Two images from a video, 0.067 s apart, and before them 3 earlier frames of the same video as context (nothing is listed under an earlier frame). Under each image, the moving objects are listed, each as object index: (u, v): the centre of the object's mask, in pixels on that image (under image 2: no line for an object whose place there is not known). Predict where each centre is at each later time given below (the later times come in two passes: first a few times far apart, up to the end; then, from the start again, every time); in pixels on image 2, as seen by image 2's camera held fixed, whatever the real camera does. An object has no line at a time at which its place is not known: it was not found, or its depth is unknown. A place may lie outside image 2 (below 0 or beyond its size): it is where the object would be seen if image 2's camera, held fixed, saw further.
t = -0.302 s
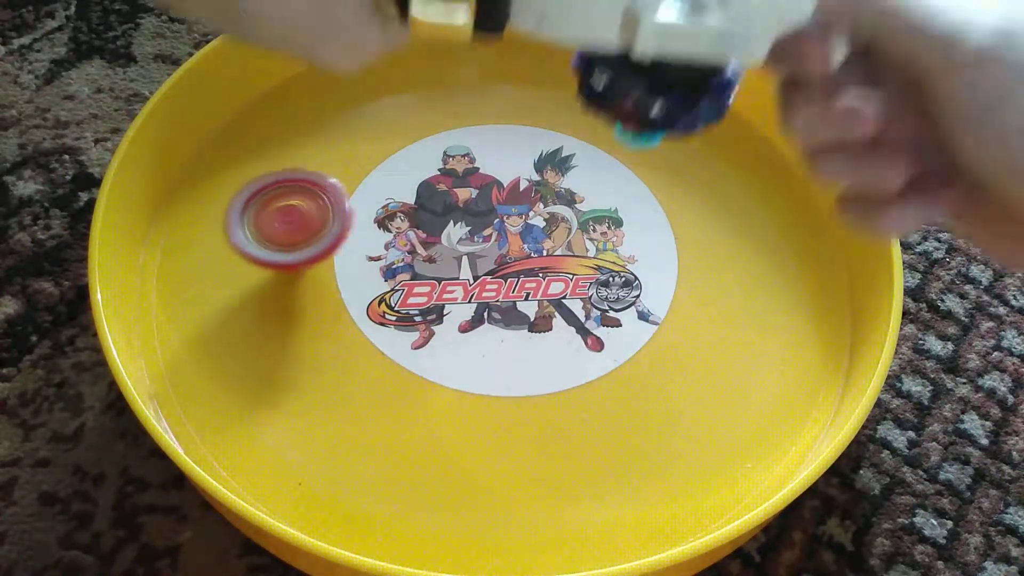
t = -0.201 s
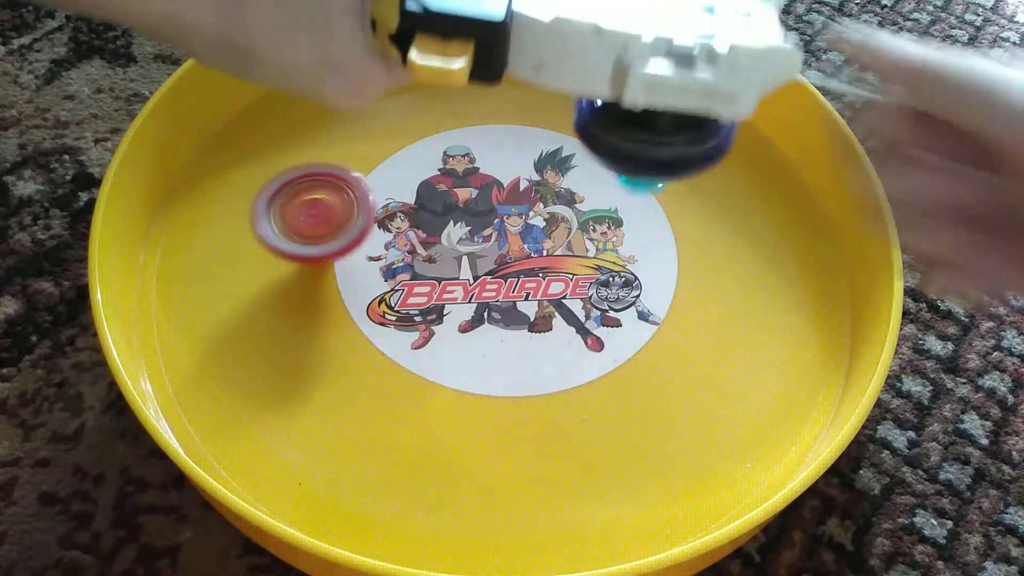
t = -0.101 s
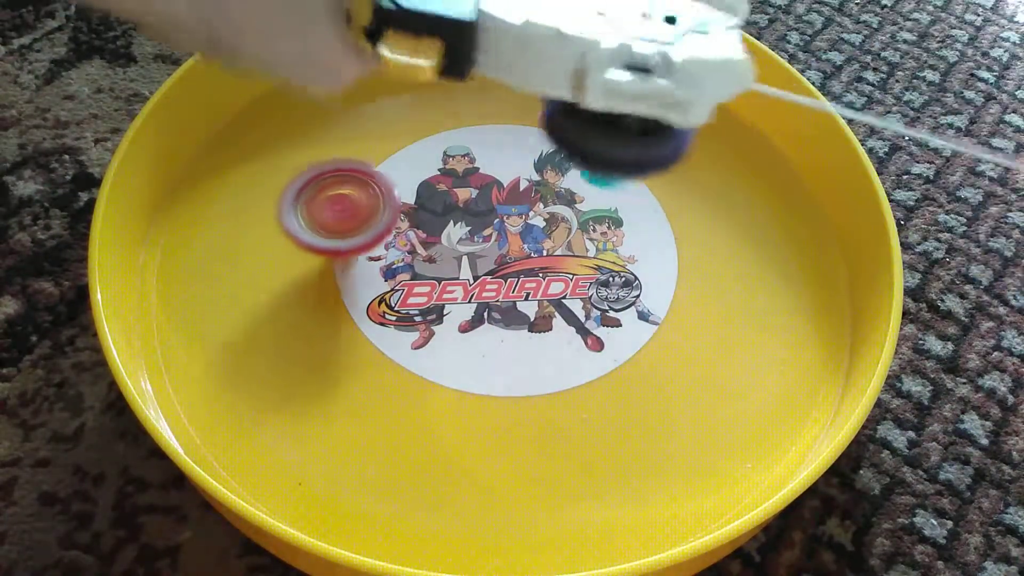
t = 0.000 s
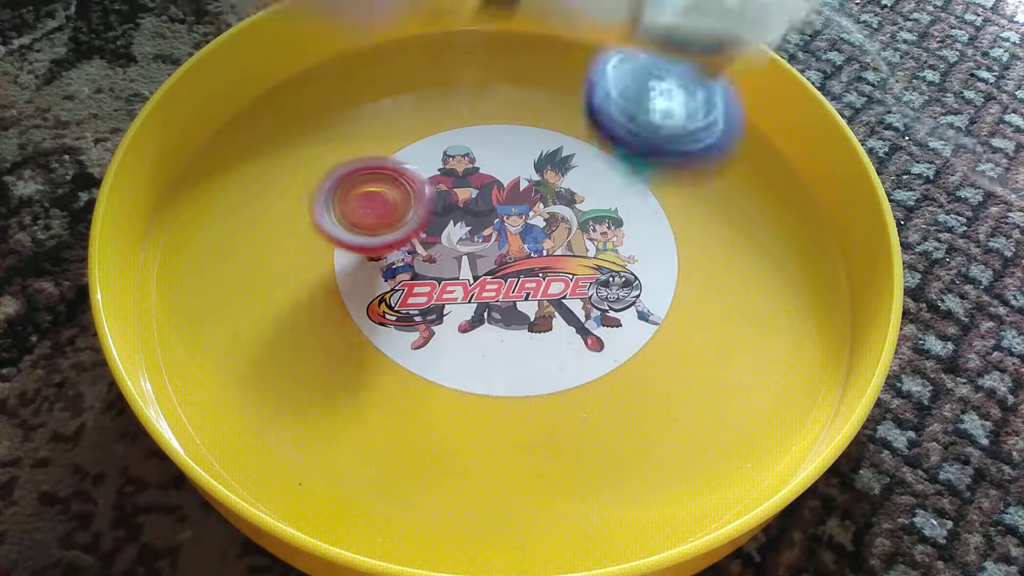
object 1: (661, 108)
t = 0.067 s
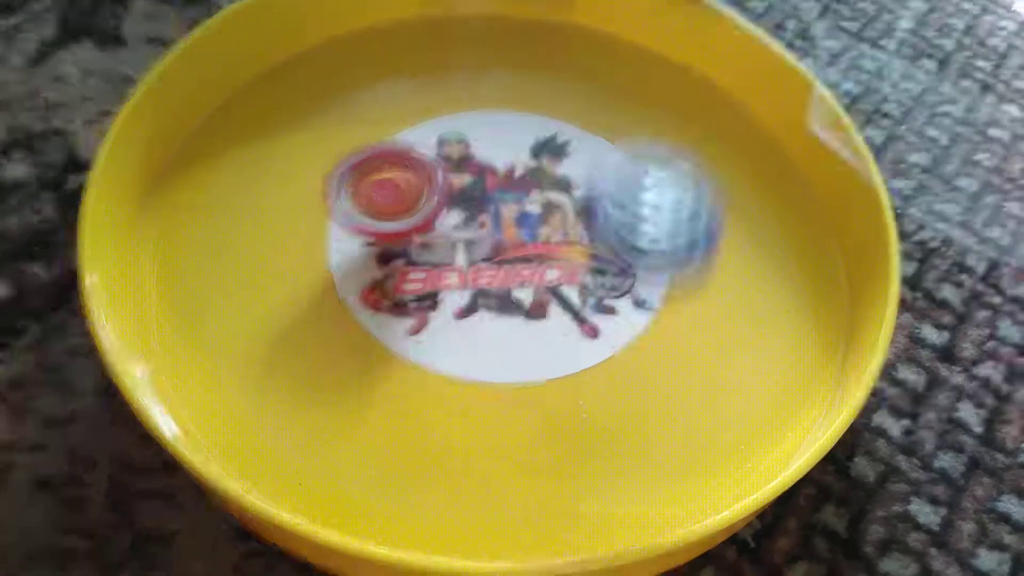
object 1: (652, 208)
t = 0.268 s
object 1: (644, 343)
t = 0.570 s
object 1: (632, 279)
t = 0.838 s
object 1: (688, 276)
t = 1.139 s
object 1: (720, 290)
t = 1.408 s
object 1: (573, 254)
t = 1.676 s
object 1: (424, 227)
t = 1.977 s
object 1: (257, 227)
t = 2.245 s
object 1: (239, 233)
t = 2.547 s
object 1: (394, 216)
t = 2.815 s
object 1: (520, 203)
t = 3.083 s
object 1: (626, 187)
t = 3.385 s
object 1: (734, 179)
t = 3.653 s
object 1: (769, 181)
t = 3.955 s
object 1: (659, 201)
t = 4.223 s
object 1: (554, 240)
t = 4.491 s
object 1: (451, 313)
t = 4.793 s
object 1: (414, 393)
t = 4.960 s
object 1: (411, 431)
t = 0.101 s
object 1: (643, 294)
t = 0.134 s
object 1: (636, 338)
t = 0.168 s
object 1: (646, 324)
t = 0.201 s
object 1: (649, 324)
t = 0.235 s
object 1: (648, 336)
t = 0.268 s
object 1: (644, 343)
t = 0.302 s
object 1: (639, 342)
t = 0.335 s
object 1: (632, 338)
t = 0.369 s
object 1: (628, 327)
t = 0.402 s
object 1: (623, 316)
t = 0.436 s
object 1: (618, 304)
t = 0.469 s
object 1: (612, 291)
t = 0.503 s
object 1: (609, 281)
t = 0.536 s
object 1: (621, 279)
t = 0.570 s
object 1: (632, 279)
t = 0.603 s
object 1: (640, 278)
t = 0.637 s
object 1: (646, 277)
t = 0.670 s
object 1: (652, 276)
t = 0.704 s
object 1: (660, 276)
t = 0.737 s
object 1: (666, 276)
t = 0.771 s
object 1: (674, 275)
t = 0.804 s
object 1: (681, 276)
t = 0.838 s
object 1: (688, 276)
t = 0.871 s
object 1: (695, 277)
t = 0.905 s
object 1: (702, 278)
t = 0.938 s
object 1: (708, 279)
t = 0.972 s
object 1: (733, 290)
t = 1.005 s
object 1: (770, 311)
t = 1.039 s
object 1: (799, 327)
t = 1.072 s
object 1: (775, 314)
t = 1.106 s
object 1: (744, 301)
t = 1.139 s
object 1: (720, 290)
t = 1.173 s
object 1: (692, 280)
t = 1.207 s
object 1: (668, 270)
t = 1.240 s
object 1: (645, 261)
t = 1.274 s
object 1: (629, 260)
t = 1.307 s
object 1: (619, 264)
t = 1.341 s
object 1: (607, 263)
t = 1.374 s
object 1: (591, 259)
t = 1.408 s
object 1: (573, 254)
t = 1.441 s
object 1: (553, 249)
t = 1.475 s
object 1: (533, 245)
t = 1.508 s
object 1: (514, 241)
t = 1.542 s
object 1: (497, 237)
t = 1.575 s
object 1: (477, 234)
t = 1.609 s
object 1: (458, 232)
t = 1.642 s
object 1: (442, 230)
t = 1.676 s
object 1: (424, 227)
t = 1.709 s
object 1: (405, 226)
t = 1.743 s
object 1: (386, 225)
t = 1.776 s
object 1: (369, 224)
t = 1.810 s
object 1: (349, 223)
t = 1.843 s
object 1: (330, 223)
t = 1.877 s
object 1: (313, 224)
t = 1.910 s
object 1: (294, 225)
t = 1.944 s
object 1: (274, 226)
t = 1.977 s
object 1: (257, 227)
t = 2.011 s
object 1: (239, 229)
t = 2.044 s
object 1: (221, 231)
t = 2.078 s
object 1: (204, 233)
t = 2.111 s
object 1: (184, 236)
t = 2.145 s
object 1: (177, 239)
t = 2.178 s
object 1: (201, 236)
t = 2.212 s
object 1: (220, 235)
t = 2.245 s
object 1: (239, 233)
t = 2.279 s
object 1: (257, 231)
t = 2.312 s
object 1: (276, 229)
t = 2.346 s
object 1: (293, 228)
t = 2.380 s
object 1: (311, 226)
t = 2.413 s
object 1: (328, 223)
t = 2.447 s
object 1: (344, 221)
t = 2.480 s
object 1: (361, 219)
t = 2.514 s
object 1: (379, 218)
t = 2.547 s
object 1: (394, 216)
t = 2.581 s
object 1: (412, 216)
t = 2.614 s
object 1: (427, 214)
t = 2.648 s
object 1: (444, 212)
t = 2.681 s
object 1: (459, 210)
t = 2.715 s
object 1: (474, 208)
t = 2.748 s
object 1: (492, 205)
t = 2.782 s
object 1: (506, 204)
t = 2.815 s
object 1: (520, 203)
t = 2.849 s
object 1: (533, 201)
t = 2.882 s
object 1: (547, 199)
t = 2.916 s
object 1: (561, 196)
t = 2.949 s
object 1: (576, 194)
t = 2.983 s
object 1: (590, 192)
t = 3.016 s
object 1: (600, 190)
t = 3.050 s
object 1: (612, 189)
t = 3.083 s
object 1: (626, 187)
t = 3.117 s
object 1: (638, 186)
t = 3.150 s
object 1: (651, 185)
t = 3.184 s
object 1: (663, 183)
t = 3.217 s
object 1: (675, 182)
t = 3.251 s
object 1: (687, 181)
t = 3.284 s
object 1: (698, 181)
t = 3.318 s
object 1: (711, 180)
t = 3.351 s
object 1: (723, 179)
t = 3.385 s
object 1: (734, 179)
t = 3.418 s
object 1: (745, 179)
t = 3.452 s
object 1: (757, 179)
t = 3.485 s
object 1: (768, 179)
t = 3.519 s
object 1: (781, 179)
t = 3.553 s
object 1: (792, 180)
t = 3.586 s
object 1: (793, 180)
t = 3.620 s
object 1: (781, 181)
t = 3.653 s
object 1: (769, 181)
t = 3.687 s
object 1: (757, 183)
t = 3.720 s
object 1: (745, 184)
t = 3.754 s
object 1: (733, 185)
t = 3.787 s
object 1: (721, 187)
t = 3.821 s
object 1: (709, 189)
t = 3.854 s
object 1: (697, 191)
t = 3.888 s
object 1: (684, 194)
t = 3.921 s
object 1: (672, 198)
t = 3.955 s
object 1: (659, 201)
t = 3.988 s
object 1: (646, 205)
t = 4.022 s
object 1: (633, 209)
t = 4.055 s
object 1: (619, 213)
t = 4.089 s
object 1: (608, 218)
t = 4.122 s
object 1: (595, 222)
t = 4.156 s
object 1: (581, 228)
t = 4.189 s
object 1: (568, 234)
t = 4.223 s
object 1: (554, 240)
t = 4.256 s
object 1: (540, 248)
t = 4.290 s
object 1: (526, 255)
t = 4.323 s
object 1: (513, 261)
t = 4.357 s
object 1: (500, 272)
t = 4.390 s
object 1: (487, 282)
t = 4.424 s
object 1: (475, 291)
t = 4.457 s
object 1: (463, 302)
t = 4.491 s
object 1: (451, 313)
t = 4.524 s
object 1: (439, 325)
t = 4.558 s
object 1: (428, 338)
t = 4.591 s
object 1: (420, 348)
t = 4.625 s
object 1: (419, 355)
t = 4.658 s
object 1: (417, 363)
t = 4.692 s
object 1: (416, 370)
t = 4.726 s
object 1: (416, 378)
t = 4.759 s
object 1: (415, 385)
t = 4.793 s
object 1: (414, 393)
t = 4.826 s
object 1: (414, 400)
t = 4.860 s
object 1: (413, 407)
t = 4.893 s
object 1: (412, 415)
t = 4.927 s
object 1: (411, 422)
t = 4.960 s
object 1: (411, 431)
